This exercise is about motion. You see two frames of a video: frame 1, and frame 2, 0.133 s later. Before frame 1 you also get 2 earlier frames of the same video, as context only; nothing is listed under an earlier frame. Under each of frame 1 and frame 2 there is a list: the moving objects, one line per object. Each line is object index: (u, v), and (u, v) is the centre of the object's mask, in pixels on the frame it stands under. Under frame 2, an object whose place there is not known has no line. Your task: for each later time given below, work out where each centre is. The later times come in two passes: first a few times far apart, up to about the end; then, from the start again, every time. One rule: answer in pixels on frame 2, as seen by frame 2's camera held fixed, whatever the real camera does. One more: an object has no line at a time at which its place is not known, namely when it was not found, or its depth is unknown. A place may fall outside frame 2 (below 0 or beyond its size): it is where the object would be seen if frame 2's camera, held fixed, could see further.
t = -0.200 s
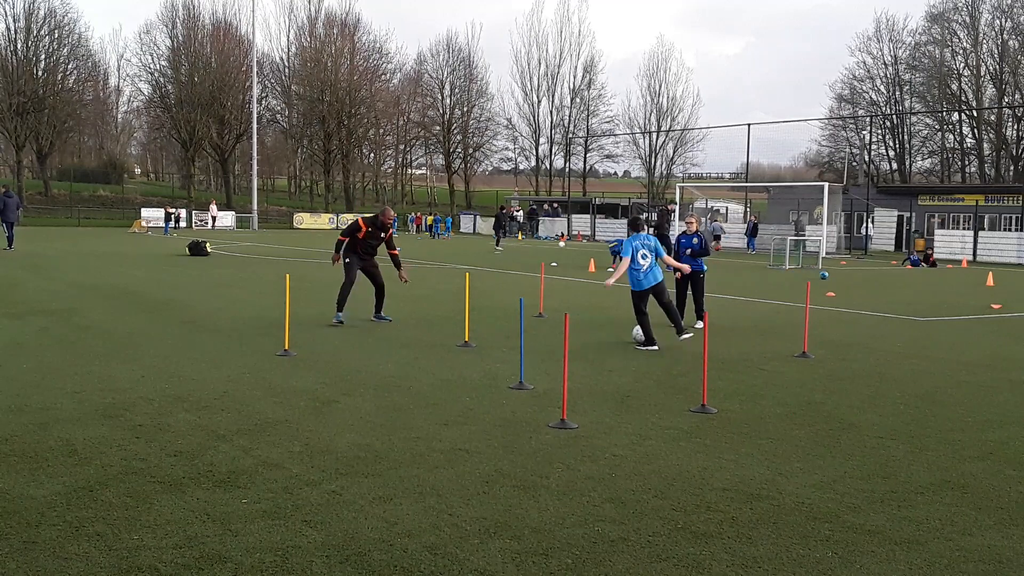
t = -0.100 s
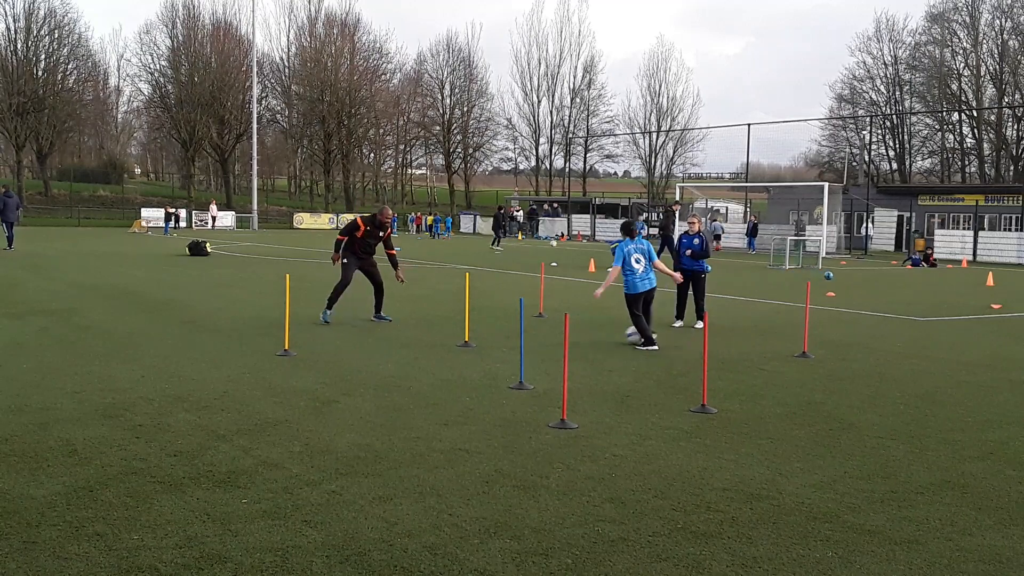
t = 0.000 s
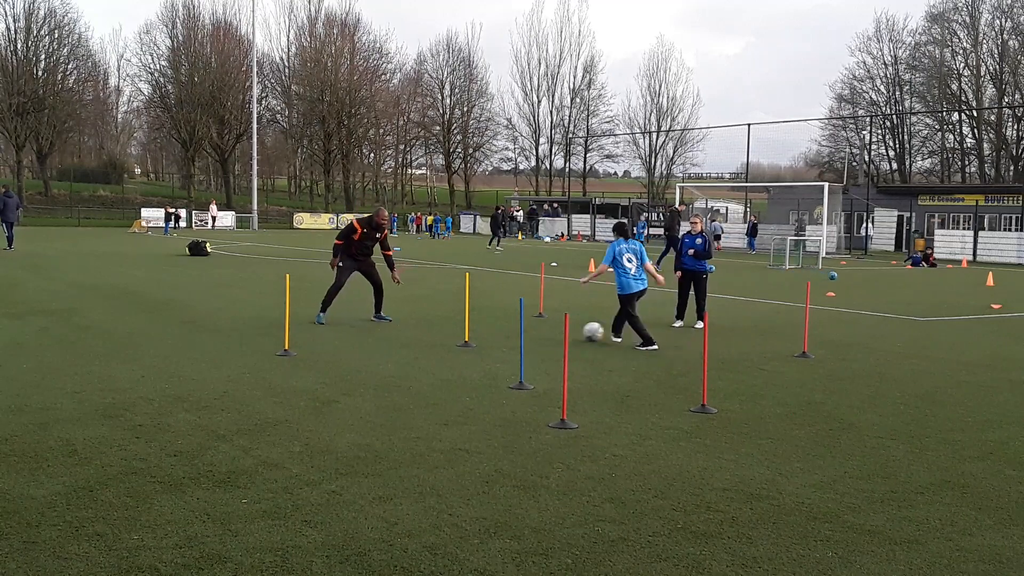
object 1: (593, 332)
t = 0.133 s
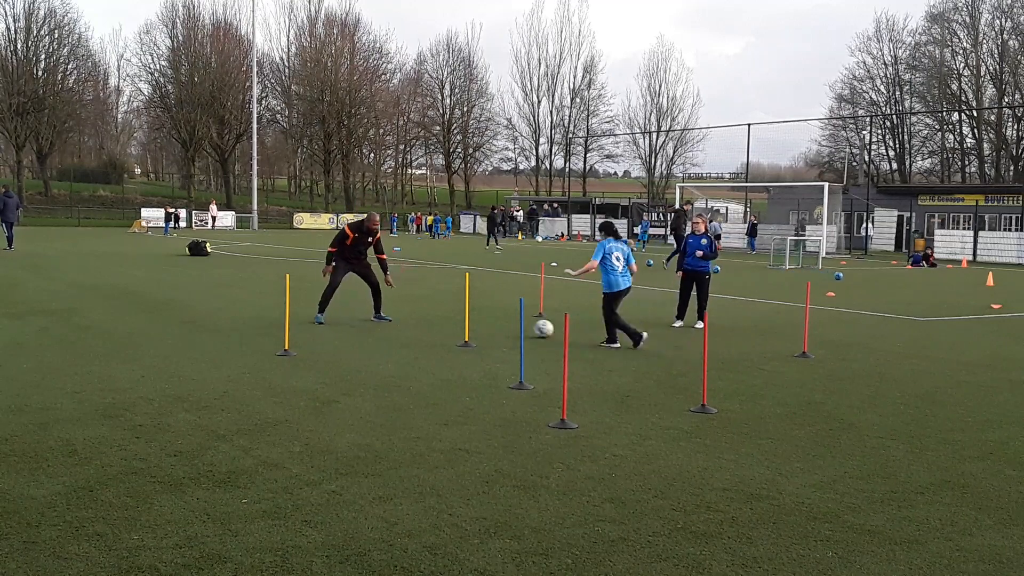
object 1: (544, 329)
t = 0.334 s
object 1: (484, 325)
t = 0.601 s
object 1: (419, 322)
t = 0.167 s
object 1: (533, 327)
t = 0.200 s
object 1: (521, 327)
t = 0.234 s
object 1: (511, 327)
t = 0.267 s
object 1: (503, 326)
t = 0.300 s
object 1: (493, 326)
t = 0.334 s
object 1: (484, 325)
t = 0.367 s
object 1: (477, 325)
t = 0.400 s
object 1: (468, 324)
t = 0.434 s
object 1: (458, 324)
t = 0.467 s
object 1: (451, 324)
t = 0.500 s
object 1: (443, 323)
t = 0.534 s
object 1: (435, 323)
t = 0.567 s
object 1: (427, 323)
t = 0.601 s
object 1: (419, 322)
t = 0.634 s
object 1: (412, 321)
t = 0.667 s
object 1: (404, 321)
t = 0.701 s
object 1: (396, 321)
